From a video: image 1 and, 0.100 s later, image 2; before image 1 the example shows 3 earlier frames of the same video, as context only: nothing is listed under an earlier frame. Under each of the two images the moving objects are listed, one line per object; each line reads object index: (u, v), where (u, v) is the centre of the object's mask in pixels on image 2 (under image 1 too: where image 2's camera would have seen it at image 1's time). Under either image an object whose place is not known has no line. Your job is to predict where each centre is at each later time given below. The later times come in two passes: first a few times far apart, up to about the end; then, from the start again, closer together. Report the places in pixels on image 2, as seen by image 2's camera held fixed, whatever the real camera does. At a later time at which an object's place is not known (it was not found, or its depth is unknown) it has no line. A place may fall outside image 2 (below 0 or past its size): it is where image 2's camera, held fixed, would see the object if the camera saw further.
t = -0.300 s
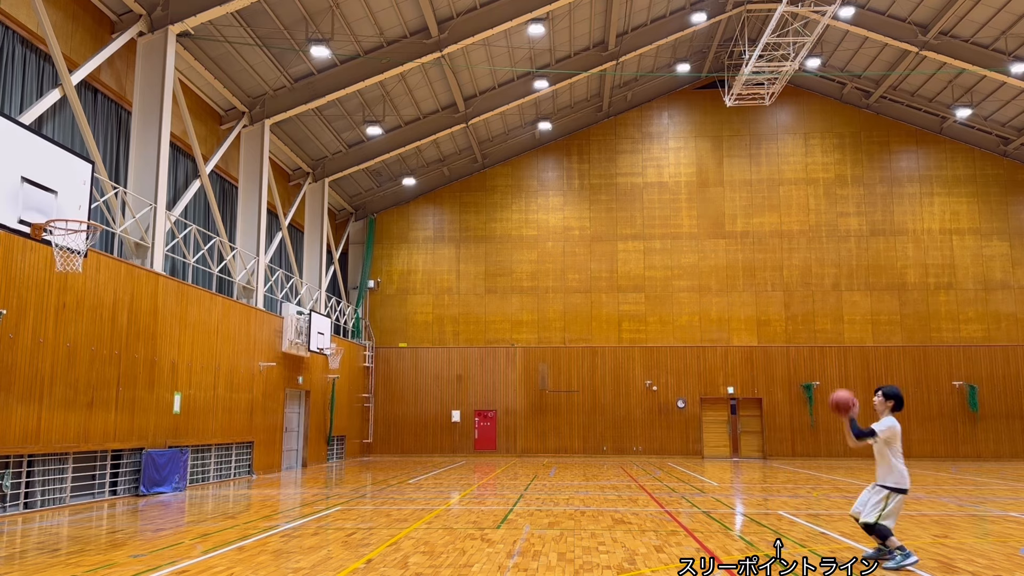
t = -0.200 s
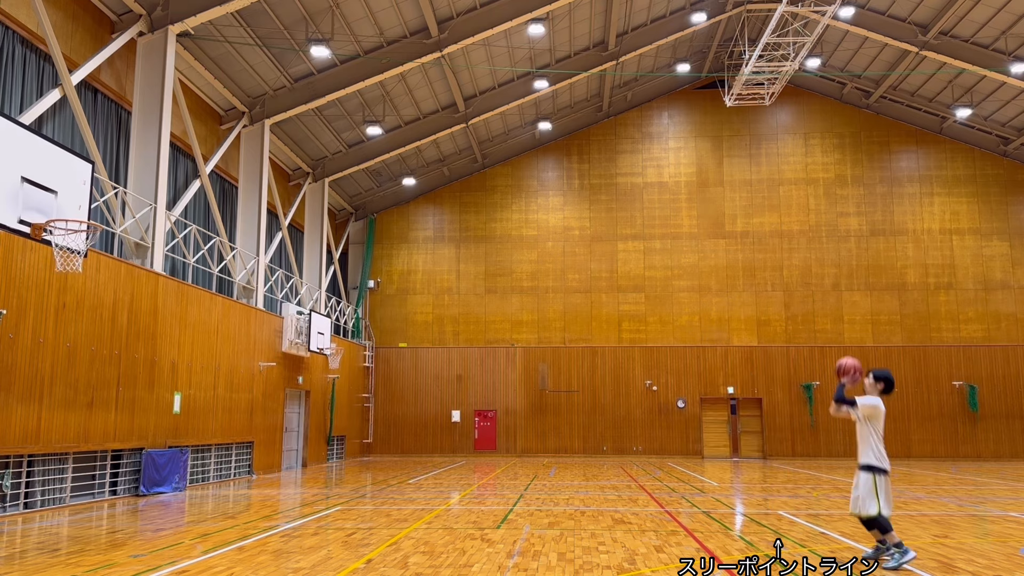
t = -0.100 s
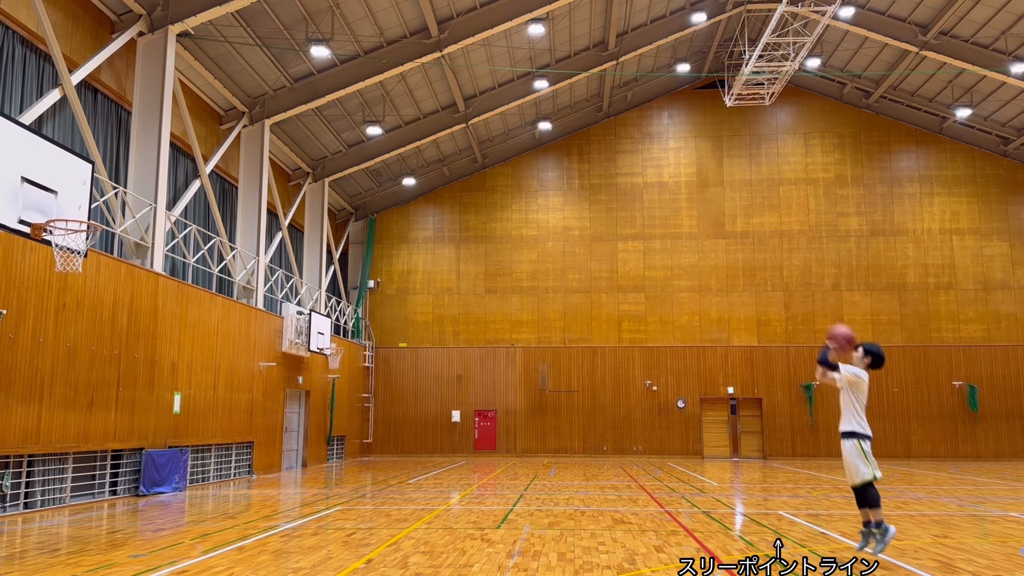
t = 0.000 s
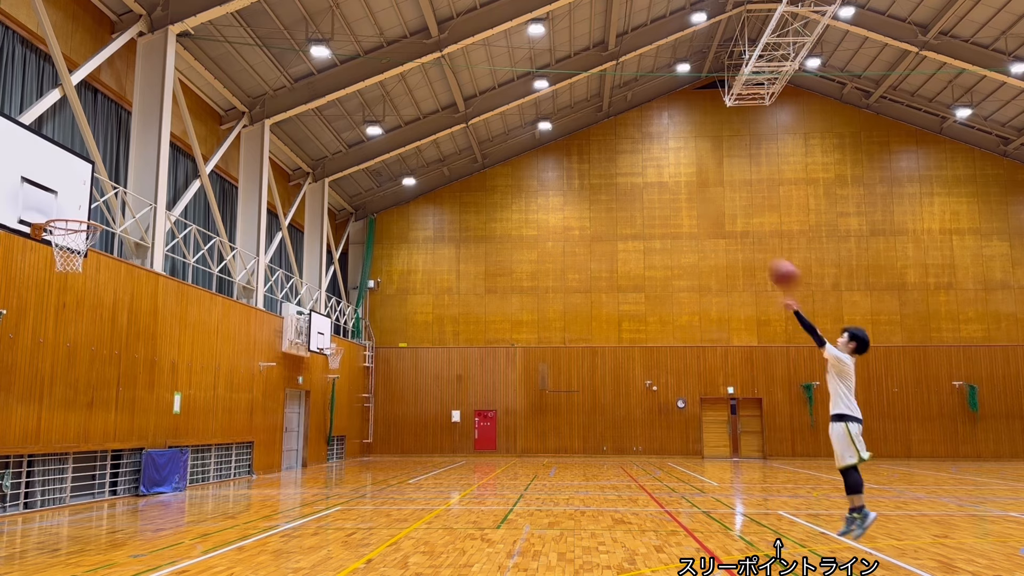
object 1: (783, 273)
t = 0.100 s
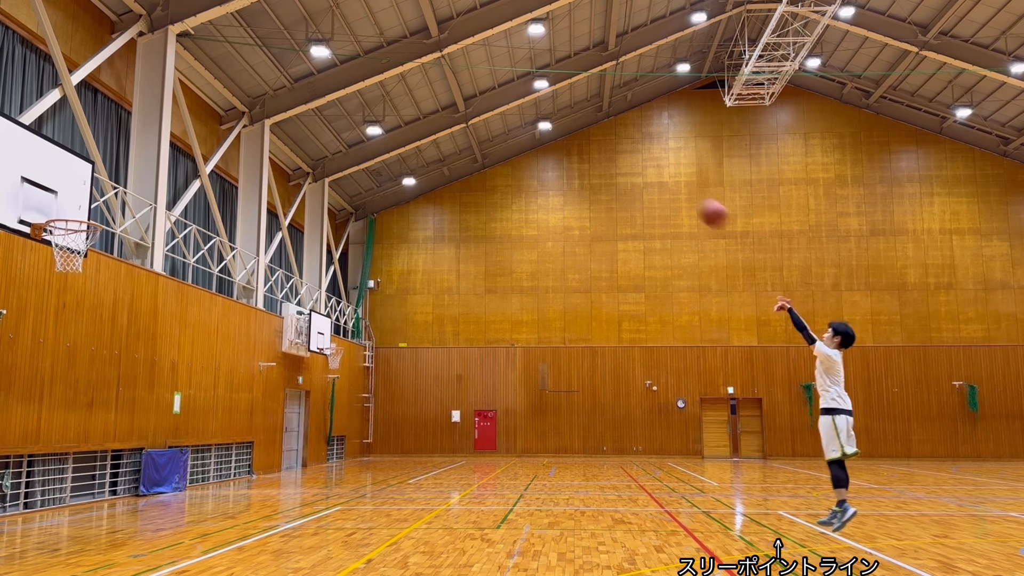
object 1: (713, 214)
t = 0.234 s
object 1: (626, 152)
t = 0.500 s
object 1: (467, 85)
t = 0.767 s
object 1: (316, 86)
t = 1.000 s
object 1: (184, 140)
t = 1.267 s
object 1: (56, 234)
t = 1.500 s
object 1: (90, 244)
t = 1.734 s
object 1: (122, 300)
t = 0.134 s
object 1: (691, 197)
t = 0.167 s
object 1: (669, 182)
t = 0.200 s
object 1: (647, 166)
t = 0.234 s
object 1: (626, 152)
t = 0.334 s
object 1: (566, 120)
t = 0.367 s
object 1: (545, 110)
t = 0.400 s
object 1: (525, 102)
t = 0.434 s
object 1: (505, 95)
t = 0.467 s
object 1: (487, 90)
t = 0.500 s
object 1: (467, 85)
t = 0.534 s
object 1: (448, 82)
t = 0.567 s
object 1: (429, 80)
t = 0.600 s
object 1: (411, 78)
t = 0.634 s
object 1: (390, 78)
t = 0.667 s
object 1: (372, 78)
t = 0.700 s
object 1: (354, 79)
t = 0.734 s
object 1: (334, 82)
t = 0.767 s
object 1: (316, 86)
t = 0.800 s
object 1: (298, 90)
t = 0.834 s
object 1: (279, 96)
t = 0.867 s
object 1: (261, 102)
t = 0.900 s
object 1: (243, 110)
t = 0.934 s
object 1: (224, 118)
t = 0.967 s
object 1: (206, 127)
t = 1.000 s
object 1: (184, 140)
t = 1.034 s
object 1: (169, 151)
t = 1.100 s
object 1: (130, 178)
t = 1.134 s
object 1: (112, 194)
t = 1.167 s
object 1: (93, 209)
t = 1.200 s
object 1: (75, 225)
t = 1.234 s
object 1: (64, 231)
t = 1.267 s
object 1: (56, 234)
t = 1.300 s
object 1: (56, 236)
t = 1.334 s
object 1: (61, 236)
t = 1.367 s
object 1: (66, 235)
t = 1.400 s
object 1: (73, 238)
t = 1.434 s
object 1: (80, 239)
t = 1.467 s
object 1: (85, 242)
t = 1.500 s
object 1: (90, 244)
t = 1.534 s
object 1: (95, 249)
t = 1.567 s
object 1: (99, 254)
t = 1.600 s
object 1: (104, 261)
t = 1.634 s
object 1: (108, 269)
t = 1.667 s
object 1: (113, 279)
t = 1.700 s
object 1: (118, 289)
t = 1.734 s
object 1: (122, 300)
